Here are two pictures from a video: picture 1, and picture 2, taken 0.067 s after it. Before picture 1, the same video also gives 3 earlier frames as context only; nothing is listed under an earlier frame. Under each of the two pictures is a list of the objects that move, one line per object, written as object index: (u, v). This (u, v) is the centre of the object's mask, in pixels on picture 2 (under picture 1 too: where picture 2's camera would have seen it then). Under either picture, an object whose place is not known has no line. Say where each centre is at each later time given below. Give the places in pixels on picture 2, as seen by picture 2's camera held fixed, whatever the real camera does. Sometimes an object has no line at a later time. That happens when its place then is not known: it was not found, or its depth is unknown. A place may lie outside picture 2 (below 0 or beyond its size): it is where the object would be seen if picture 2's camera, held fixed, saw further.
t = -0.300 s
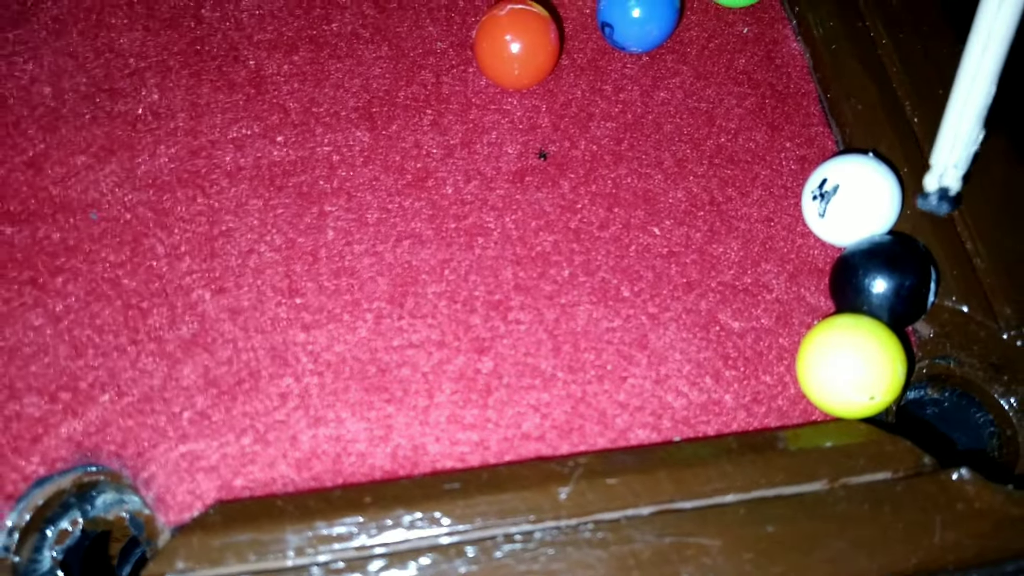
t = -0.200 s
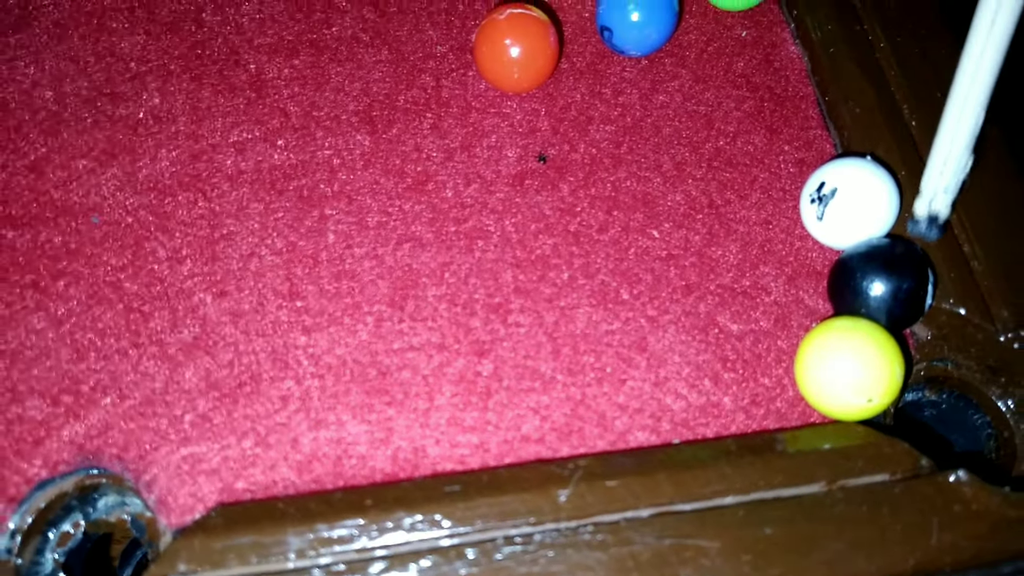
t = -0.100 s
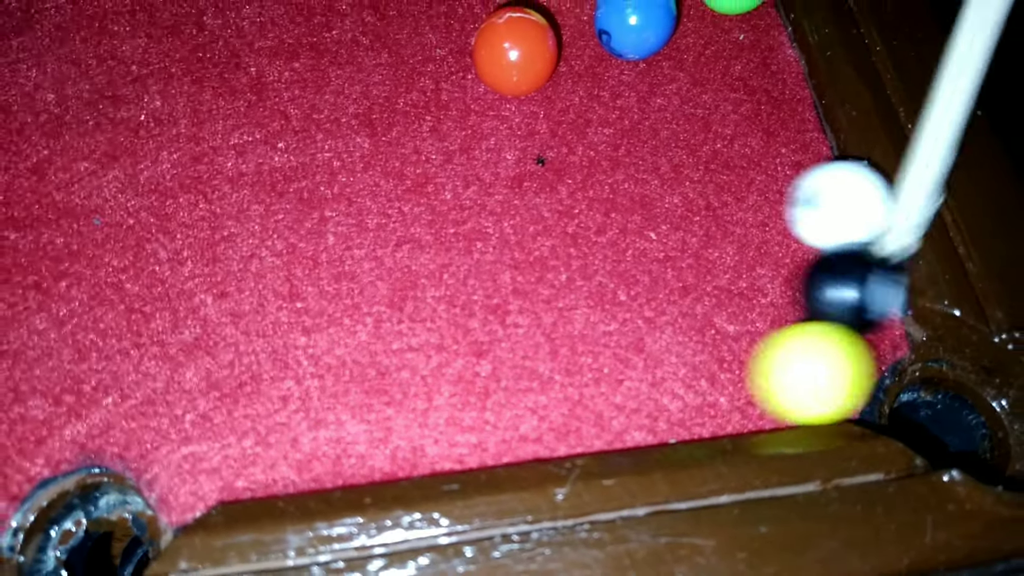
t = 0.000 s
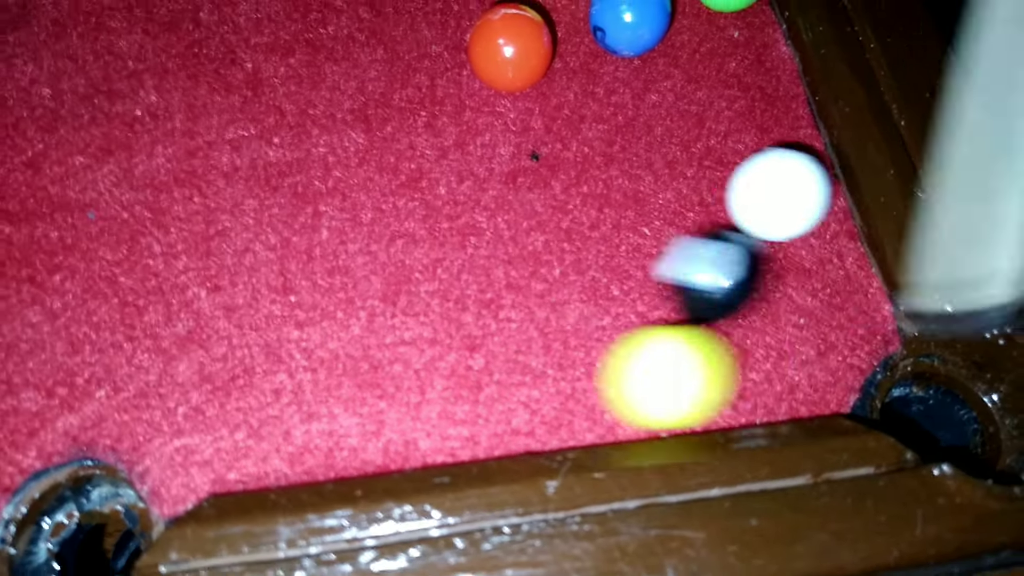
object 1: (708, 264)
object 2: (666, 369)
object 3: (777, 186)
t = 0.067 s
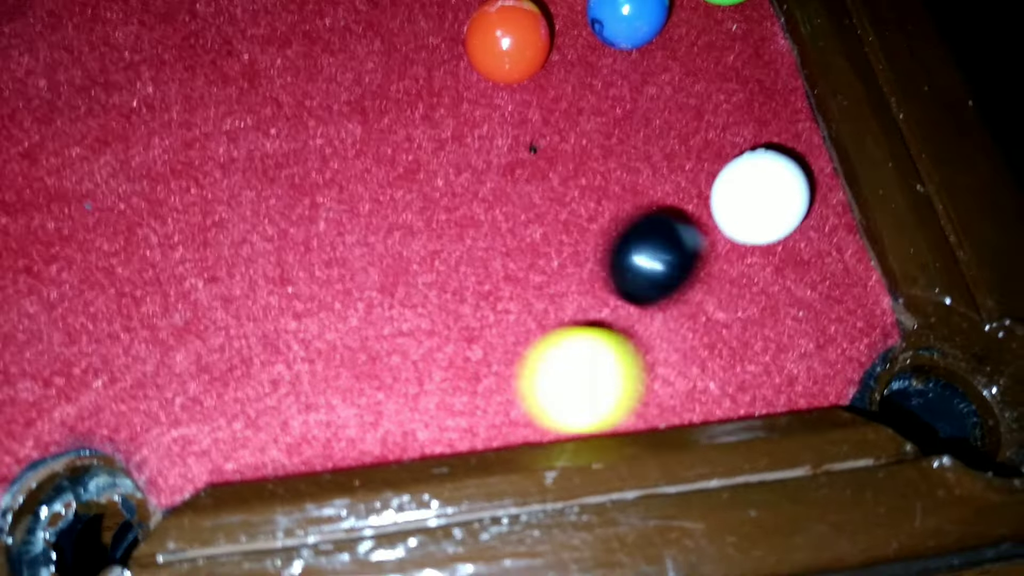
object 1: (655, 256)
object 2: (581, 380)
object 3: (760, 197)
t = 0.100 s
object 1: (630, 251)
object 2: (544, 387)
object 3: (756, 209)
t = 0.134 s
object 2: (512, 390)
